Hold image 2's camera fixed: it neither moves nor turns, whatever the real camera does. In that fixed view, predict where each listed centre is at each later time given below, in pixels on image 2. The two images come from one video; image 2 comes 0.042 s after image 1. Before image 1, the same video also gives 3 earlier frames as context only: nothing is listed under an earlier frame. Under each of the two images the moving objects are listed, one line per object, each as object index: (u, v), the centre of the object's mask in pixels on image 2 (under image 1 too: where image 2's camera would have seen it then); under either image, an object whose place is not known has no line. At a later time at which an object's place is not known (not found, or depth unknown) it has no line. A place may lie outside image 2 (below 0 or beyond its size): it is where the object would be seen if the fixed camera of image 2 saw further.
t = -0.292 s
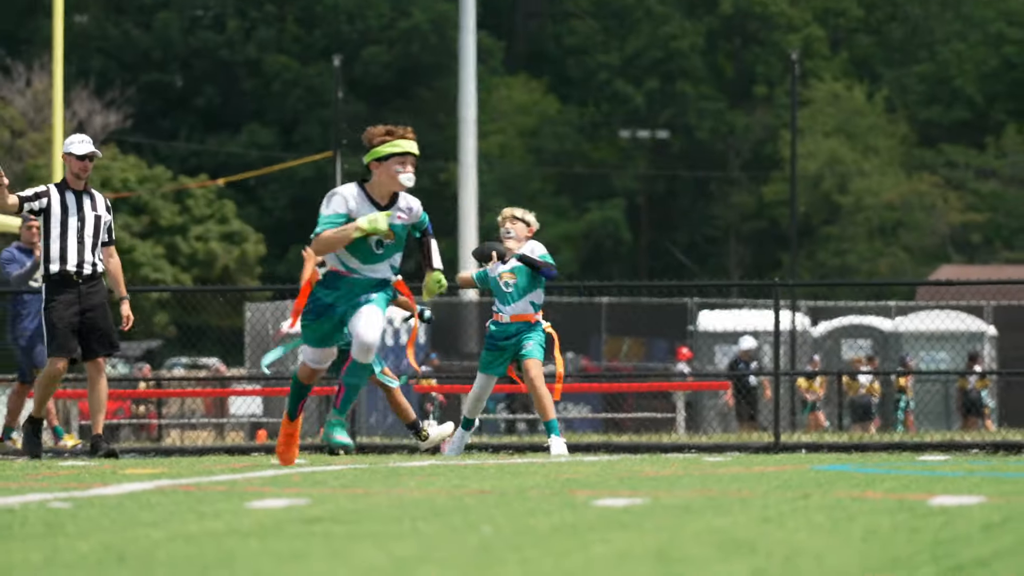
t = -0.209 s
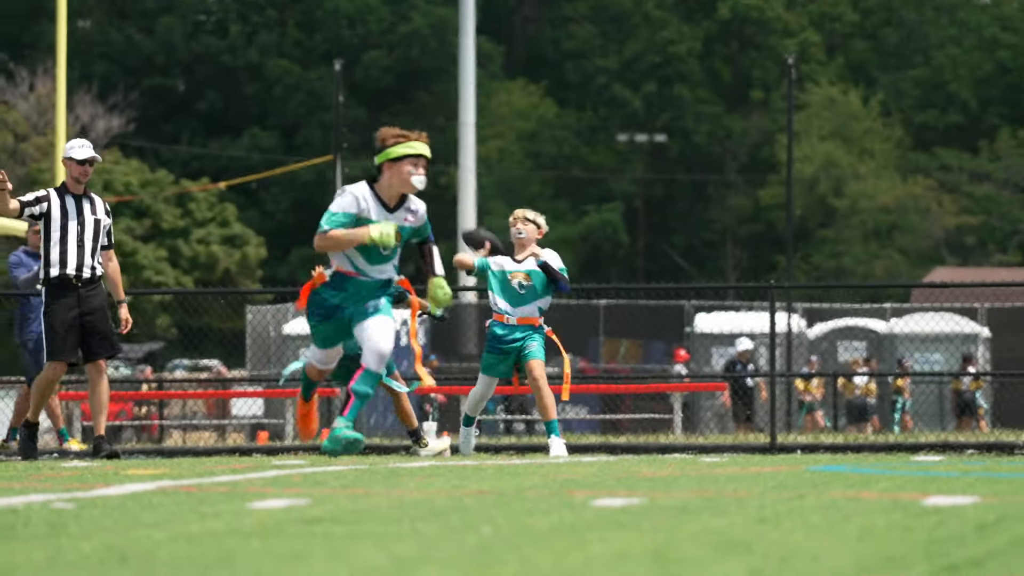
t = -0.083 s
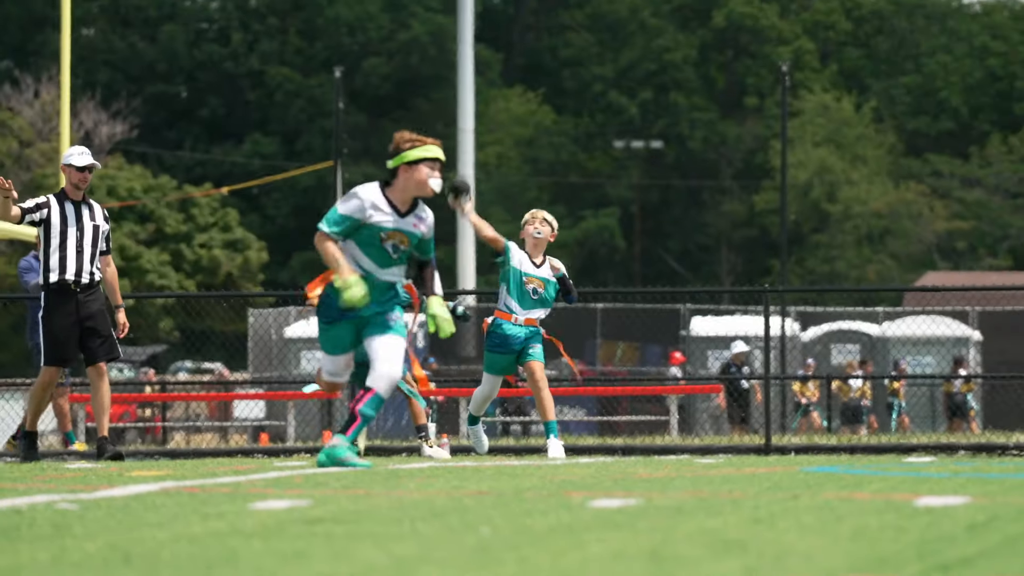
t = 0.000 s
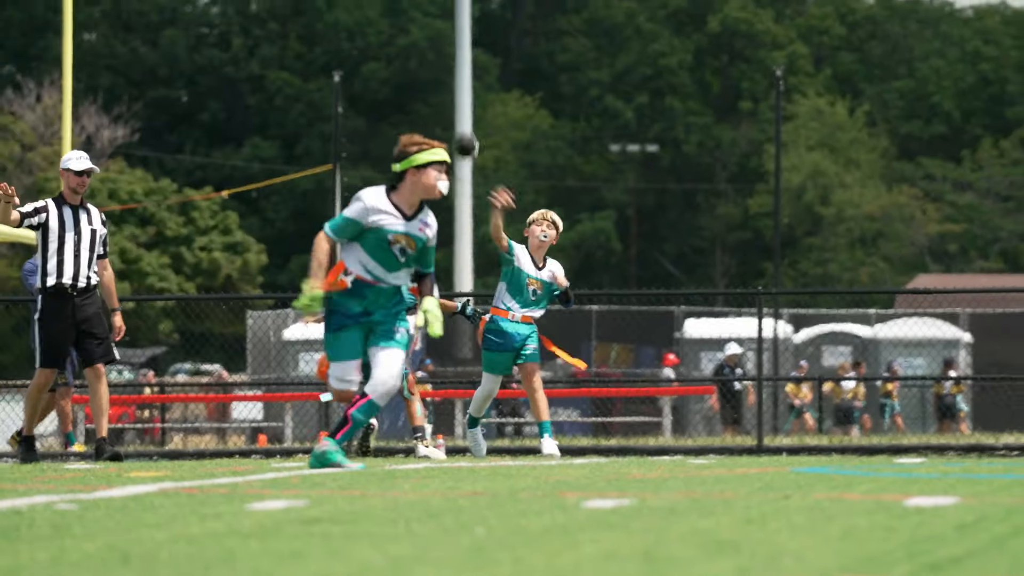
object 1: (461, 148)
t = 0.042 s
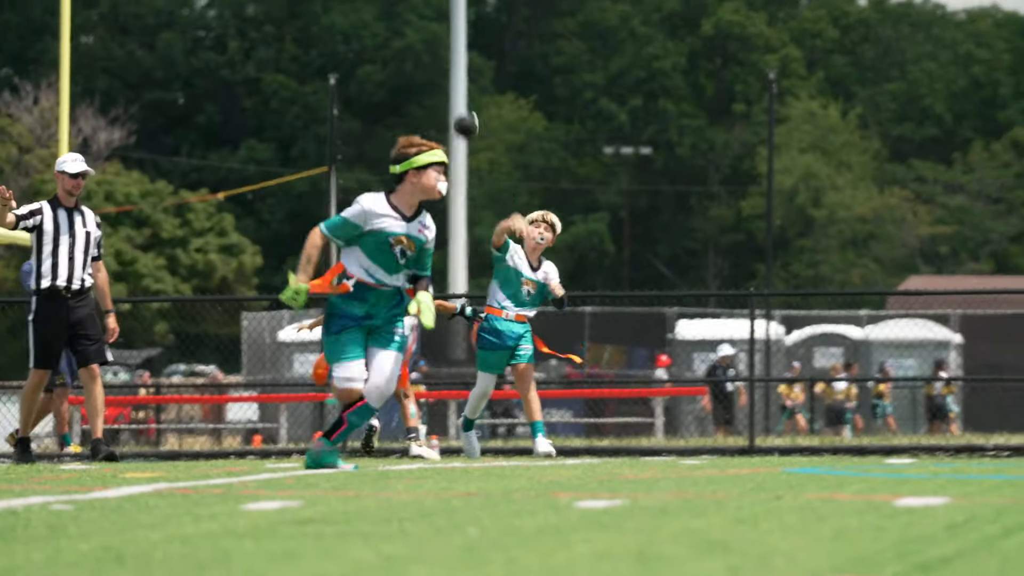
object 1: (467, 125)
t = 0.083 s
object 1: (473, 102)
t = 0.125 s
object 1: (480, 79)
